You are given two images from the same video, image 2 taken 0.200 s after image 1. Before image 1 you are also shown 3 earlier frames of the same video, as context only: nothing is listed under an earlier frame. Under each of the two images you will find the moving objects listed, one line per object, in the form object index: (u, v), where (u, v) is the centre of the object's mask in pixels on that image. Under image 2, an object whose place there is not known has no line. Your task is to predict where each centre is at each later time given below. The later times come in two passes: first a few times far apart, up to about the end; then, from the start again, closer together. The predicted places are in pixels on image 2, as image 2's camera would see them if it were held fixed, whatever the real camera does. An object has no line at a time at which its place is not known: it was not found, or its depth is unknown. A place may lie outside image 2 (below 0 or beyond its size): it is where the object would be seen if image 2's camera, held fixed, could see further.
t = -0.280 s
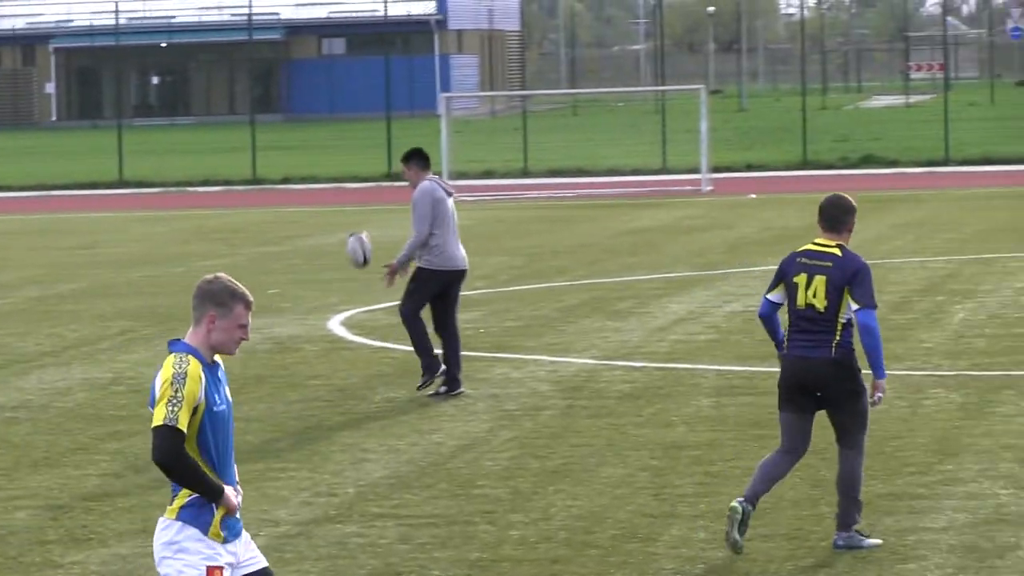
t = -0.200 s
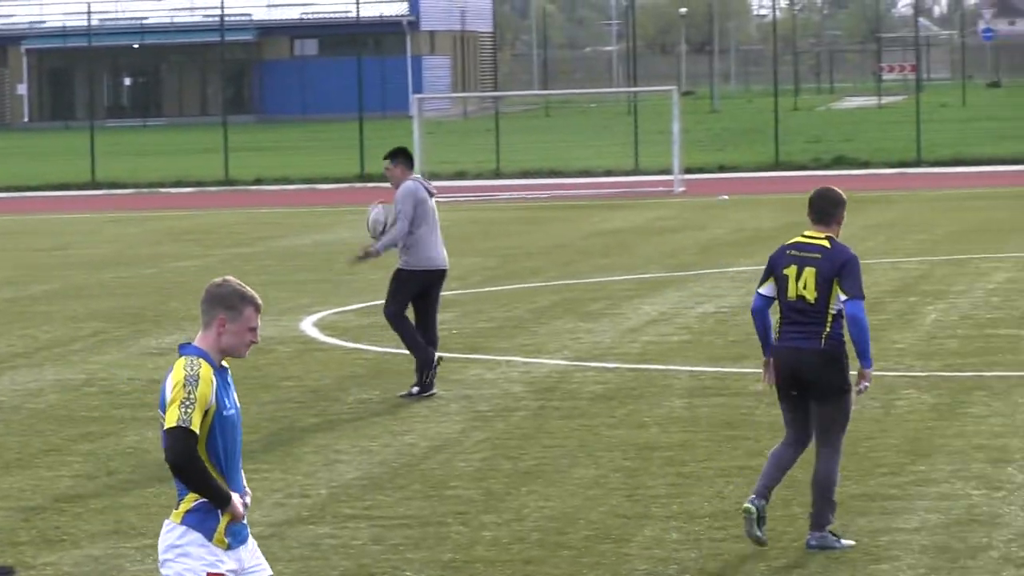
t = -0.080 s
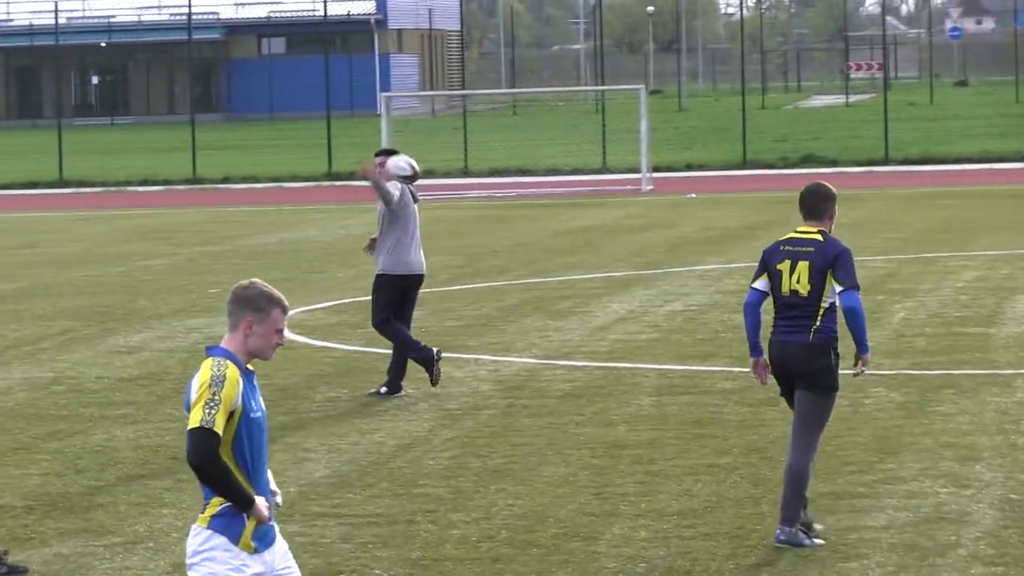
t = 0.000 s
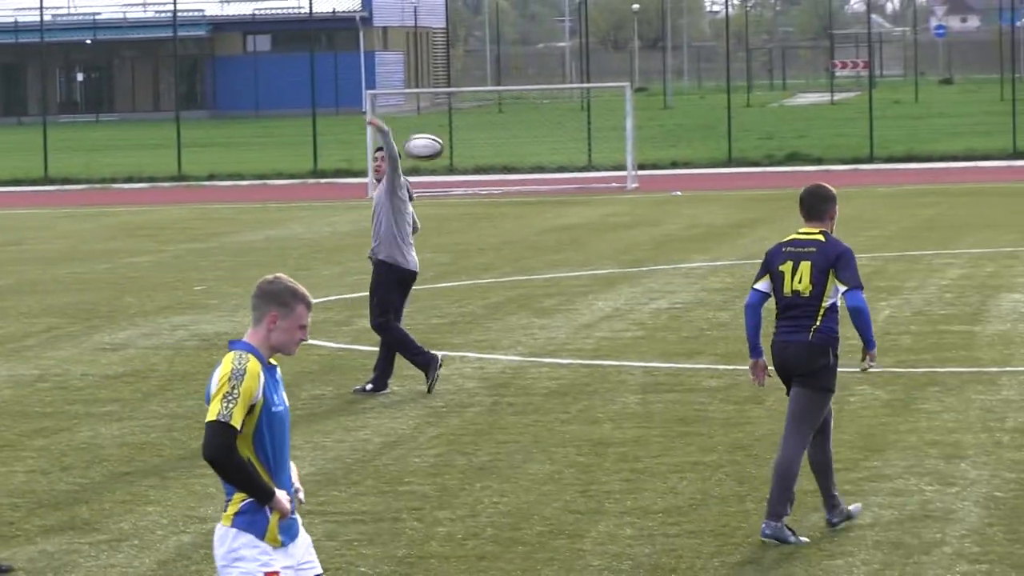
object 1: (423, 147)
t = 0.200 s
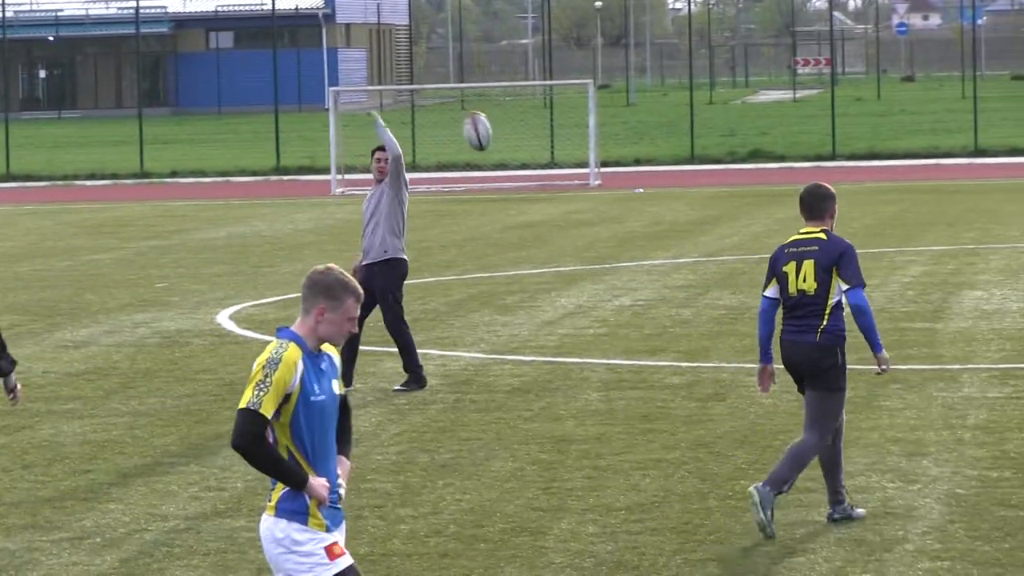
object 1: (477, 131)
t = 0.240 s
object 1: (497, 135)
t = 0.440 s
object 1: (592, 195)
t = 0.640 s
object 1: (688, 319)
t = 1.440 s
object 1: (744, 296)
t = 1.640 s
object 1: (751, 392)
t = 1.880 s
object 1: (782, 408)
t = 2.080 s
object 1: (815, 437)
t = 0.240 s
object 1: (497, 135)
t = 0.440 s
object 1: (592, 195)
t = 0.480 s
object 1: (611, 215)
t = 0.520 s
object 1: (629, 237)
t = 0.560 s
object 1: (648, 261)
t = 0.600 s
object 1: (668, 289)
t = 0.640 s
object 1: (688, 319)
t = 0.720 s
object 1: (725, 386)
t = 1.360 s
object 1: (742, 268)
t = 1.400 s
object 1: (743, 280)
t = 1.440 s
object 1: (744, 296)
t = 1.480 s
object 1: (747, 309)
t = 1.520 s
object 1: (749, 325)
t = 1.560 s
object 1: (750, 342)
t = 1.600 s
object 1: (751, 363)
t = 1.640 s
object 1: (751, 392)
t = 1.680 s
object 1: (751, 424)
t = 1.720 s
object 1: (754, 435)
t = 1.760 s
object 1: (761, 423)
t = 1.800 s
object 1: (768, 416)
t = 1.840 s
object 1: (775, 411)
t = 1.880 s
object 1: (782, 408)
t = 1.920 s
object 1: (788, 408)
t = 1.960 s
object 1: (793, 410)
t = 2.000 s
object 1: (800, 415)
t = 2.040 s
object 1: (807, 424)
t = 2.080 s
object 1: (815, 437)
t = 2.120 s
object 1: (822, 451)
